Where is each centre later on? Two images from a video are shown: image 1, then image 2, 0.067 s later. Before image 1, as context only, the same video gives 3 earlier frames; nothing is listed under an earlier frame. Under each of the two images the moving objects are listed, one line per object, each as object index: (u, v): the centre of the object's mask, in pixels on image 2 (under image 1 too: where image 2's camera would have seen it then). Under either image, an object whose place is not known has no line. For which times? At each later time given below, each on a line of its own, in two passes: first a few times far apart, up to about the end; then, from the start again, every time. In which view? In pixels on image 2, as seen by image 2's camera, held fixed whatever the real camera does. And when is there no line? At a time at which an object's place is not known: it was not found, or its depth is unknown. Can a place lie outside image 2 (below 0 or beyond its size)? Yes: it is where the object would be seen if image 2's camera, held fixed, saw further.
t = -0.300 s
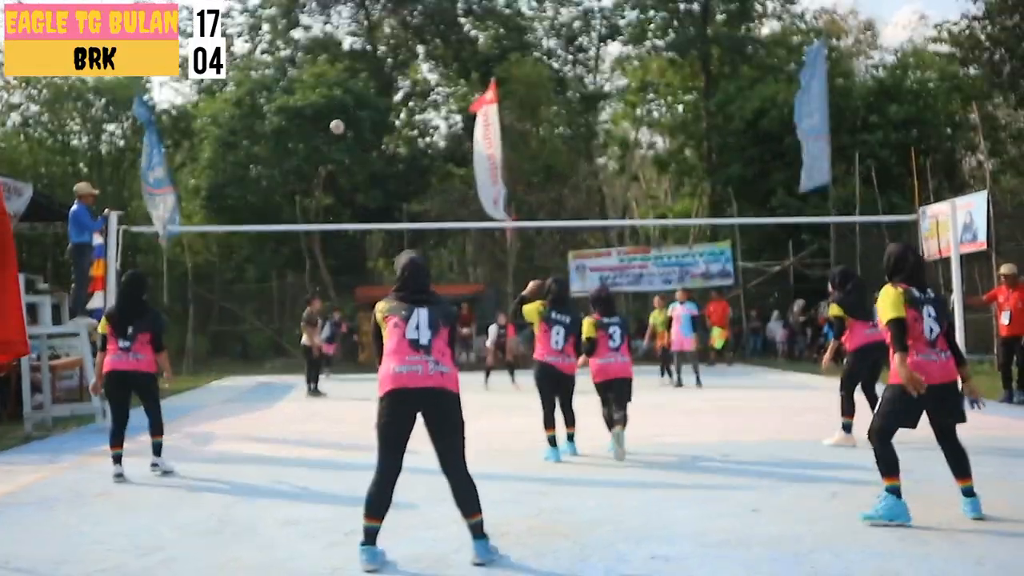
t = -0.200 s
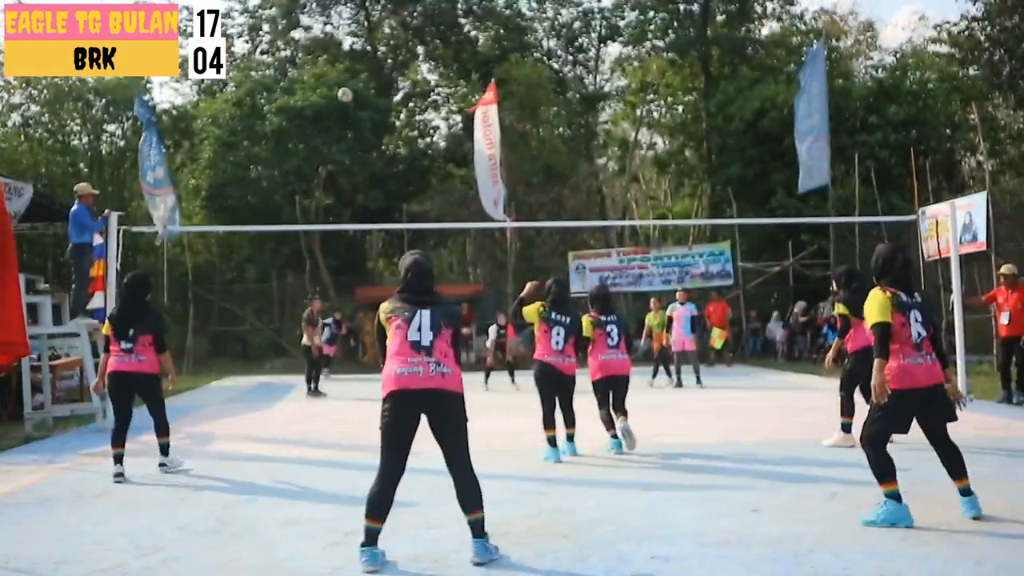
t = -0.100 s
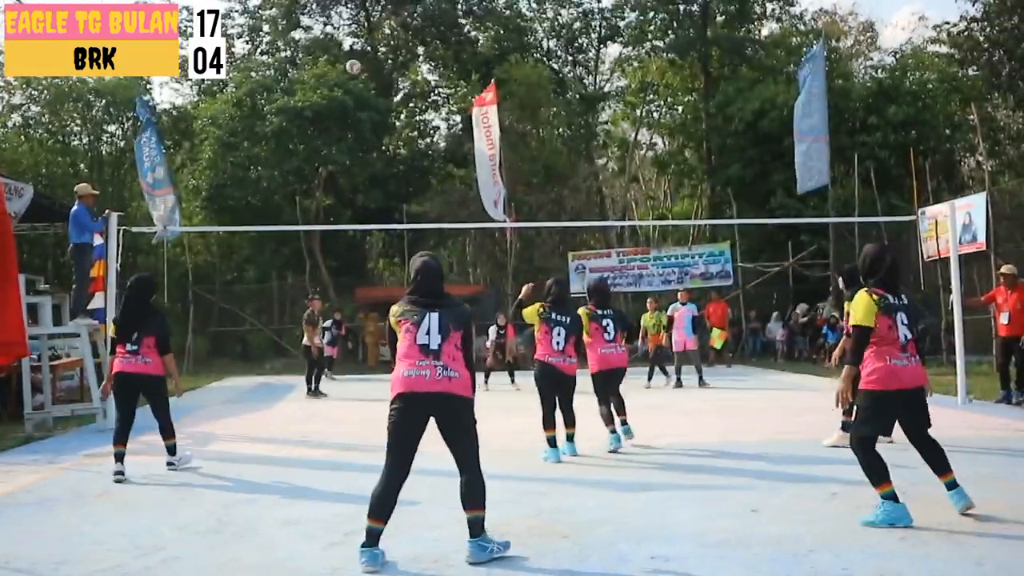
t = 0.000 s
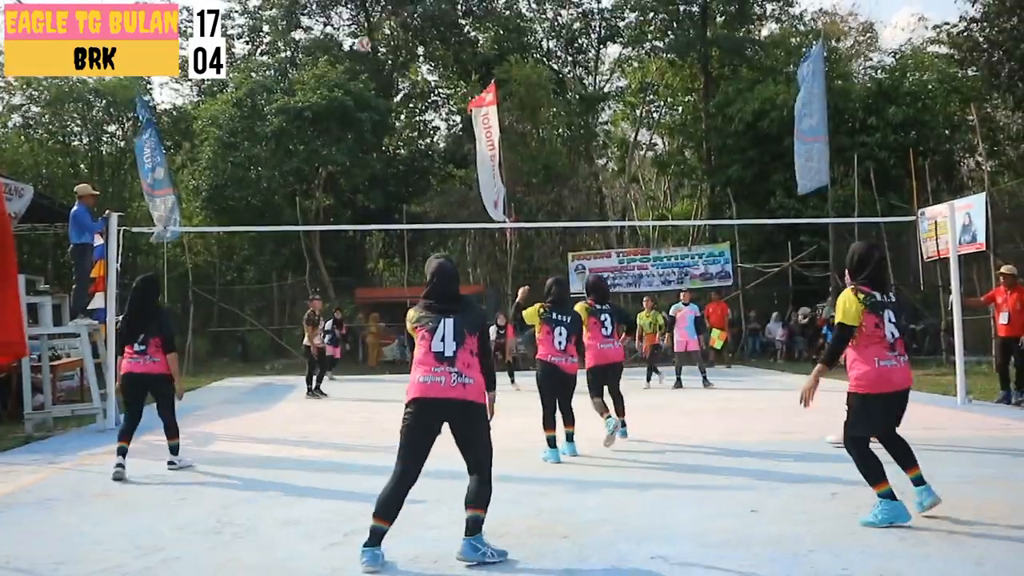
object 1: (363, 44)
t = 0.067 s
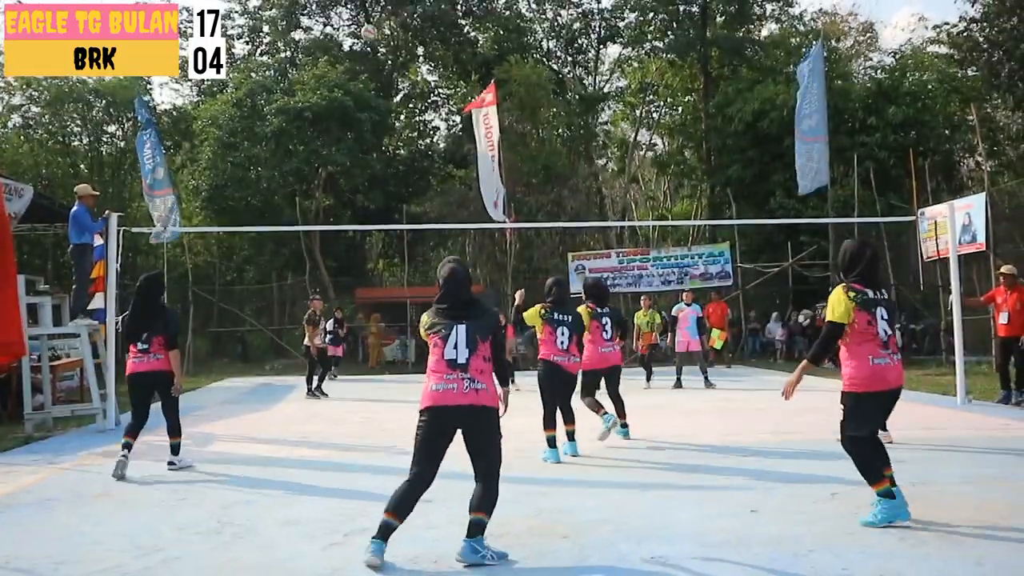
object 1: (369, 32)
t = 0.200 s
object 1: (383, 15)
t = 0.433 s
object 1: (414, 19)
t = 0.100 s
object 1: (372, 27)
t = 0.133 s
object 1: (376, 22)
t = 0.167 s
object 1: (379, 19)
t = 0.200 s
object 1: (383, 15)
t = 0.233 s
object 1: (387, 13)
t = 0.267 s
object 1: (391, 12)
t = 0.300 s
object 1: (396, 11)
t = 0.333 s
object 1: (400, 12)
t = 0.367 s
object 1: (405, 14)
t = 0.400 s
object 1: (409, 16)
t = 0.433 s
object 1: (414, 19)
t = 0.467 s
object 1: (419, 24)
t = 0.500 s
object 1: (428, 29)
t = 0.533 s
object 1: (433, 36)
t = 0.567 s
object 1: (439, 45)
